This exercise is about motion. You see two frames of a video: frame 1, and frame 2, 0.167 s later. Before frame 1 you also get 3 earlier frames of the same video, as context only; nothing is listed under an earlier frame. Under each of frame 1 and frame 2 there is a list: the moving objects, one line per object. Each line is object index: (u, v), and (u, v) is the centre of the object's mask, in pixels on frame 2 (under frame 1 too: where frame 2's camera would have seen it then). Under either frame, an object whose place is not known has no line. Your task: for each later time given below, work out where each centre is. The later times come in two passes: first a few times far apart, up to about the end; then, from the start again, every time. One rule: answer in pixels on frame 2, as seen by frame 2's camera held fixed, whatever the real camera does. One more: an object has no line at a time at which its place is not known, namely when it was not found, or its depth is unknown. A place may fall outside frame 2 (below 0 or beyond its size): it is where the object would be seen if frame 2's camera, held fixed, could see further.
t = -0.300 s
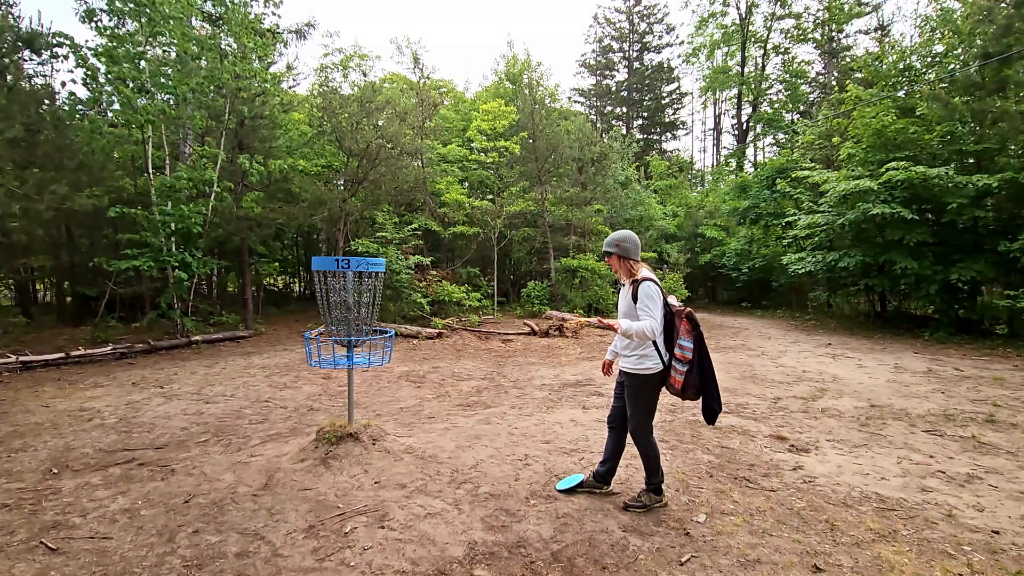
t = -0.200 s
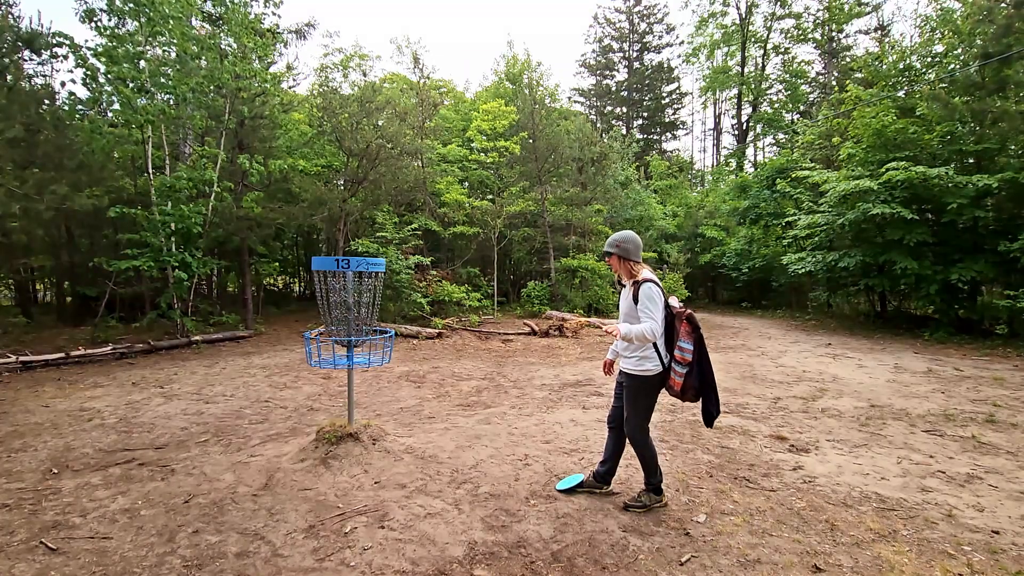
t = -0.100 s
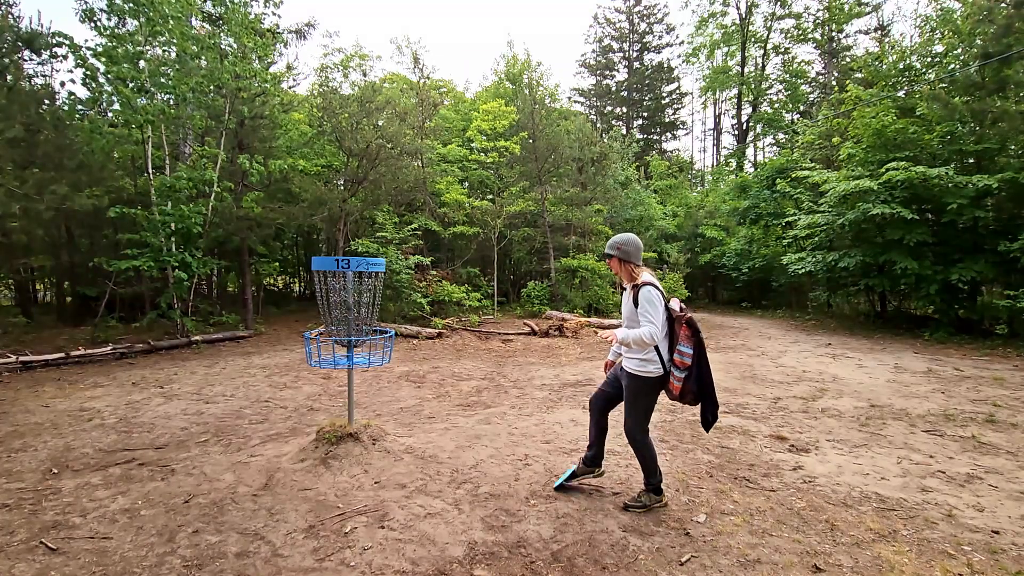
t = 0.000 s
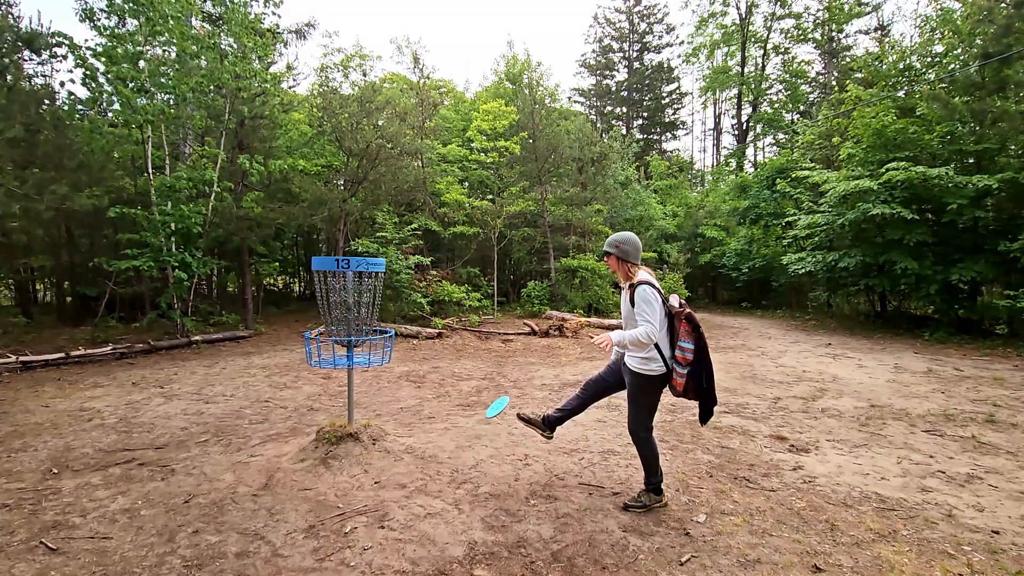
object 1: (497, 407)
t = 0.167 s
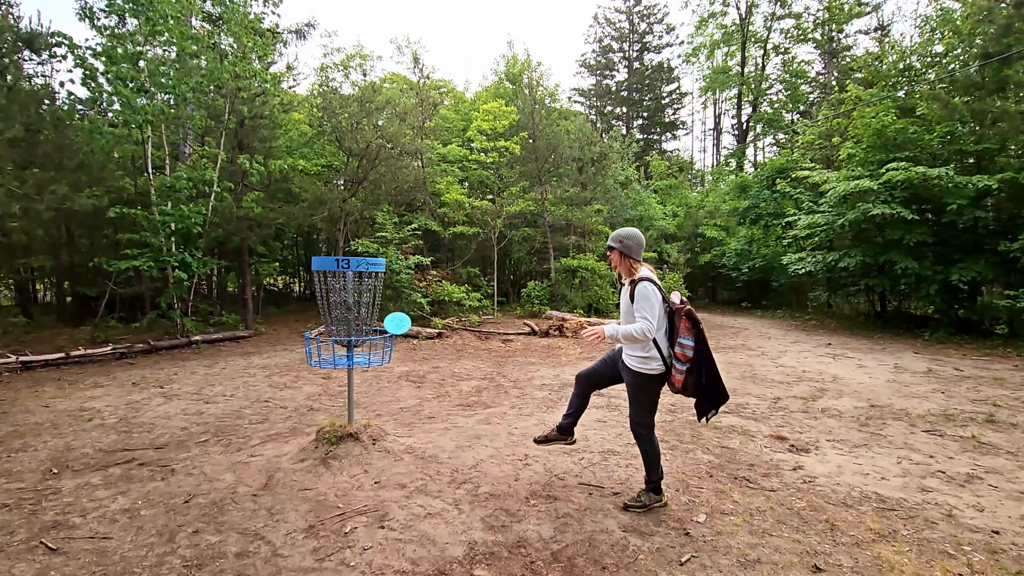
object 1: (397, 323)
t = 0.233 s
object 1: (373, 310)
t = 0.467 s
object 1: (365, 320)
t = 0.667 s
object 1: (371, 346)
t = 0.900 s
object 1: (376, 348)
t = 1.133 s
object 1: (373, 349)
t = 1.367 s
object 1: (372, 350)
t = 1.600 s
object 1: (371, 351)
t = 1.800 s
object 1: (371, 351)
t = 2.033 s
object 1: (372, 351)
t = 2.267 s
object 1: (372, 351)
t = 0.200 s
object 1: (382, 314)
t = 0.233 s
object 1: (373, 310)
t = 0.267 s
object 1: (369, 308)
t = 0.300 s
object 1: (366, 307)
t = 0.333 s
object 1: (365, 308)
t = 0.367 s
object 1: (364, 309)
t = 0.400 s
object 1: (363, 312)
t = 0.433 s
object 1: (363, 316)
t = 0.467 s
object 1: (365, 320)
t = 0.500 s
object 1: (365, 326)
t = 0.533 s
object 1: (369, 326)
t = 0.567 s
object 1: (367, 335)
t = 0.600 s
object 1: (368, 339)
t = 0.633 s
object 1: (370, 343)
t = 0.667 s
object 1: (371, 346)
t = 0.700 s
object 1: (374, 345)
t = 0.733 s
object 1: (374, 345)
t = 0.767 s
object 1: (378, 346)
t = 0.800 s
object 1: (378, 347)
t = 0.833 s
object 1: (377, 347)
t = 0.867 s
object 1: (377, 347)
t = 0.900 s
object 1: (376, 348)
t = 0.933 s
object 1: (376, 348)
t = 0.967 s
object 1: (375, 348)
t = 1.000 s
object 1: (375, 349)
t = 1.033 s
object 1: (374, 349)
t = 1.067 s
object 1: (374, 349)
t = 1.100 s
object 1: (373, 349)
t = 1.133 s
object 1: (373, 349)
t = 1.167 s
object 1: (372, 349)
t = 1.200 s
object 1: (372, 350)
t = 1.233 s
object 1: (372, 350)
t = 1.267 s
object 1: (372, 350)
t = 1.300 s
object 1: (372, 350)
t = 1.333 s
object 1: (372, 350)
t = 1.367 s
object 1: (372, 350)
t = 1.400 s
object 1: (371, 350)
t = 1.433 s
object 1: (371, 350)
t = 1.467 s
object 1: (372, 350)
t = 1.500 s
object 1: (372, 350)
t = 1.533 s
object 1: (372, 350)
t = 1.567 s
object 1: (371, 351)
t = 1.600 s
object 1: (371, 351)
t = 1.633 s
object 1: (371, 351)
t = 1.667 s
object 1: (371, 351)
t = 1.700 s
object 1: (371, 351)
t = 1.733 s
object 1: (371, 351)
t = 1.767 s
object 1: (371, 351)
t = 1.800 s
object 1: (371, 351)
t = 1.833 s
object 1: (371, 351)
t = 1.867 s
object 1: (371, 351)
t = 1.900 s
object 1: (371, 351)
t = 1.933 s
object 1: (372, 351)
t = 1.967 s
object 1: (372, 351)
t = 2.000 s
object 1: (372, 351)
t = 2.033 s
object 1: (372, 351)
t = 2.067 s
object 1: (372, 351)
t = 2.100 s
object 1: (372, 351)
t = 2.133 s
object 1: (372, 351)
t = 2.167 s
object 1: (372, 351)
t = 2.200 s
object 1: (372, 351)
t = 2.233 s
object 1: (372, 351)
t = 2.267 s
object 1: (372, 351)
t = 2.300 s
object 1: (372, 351)
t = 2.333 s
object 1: (372, 350)
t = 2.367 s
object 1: (372, 350)
